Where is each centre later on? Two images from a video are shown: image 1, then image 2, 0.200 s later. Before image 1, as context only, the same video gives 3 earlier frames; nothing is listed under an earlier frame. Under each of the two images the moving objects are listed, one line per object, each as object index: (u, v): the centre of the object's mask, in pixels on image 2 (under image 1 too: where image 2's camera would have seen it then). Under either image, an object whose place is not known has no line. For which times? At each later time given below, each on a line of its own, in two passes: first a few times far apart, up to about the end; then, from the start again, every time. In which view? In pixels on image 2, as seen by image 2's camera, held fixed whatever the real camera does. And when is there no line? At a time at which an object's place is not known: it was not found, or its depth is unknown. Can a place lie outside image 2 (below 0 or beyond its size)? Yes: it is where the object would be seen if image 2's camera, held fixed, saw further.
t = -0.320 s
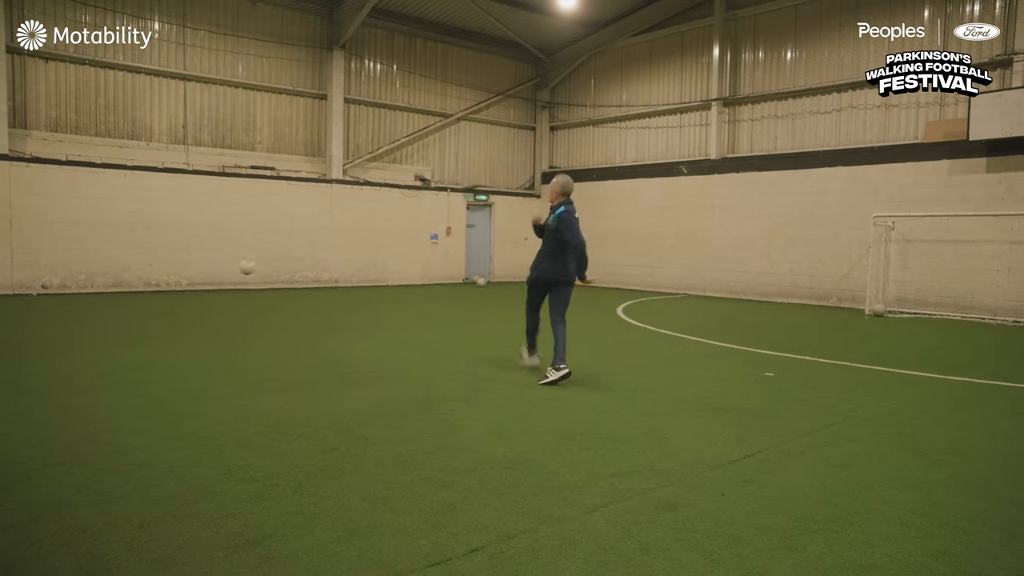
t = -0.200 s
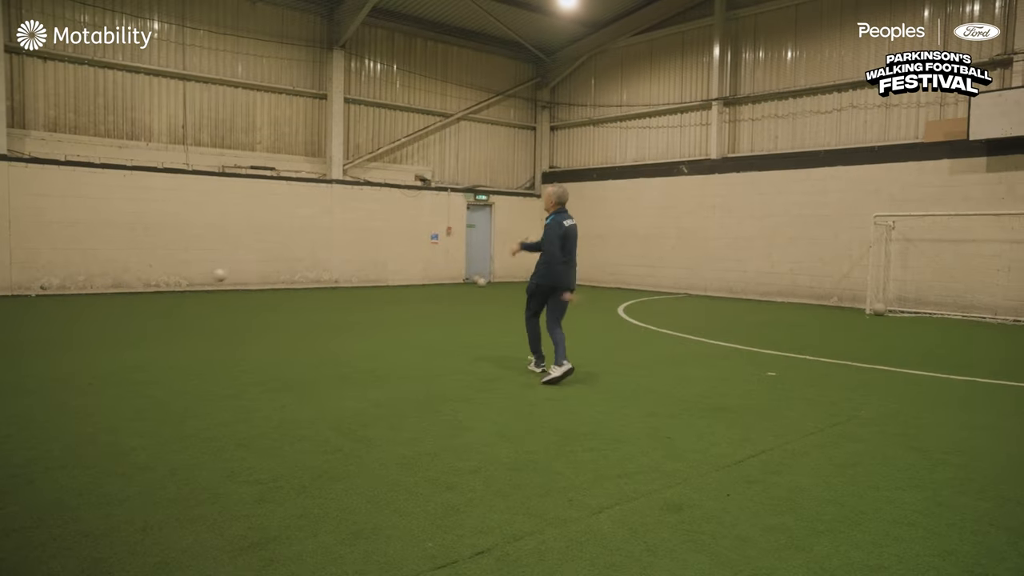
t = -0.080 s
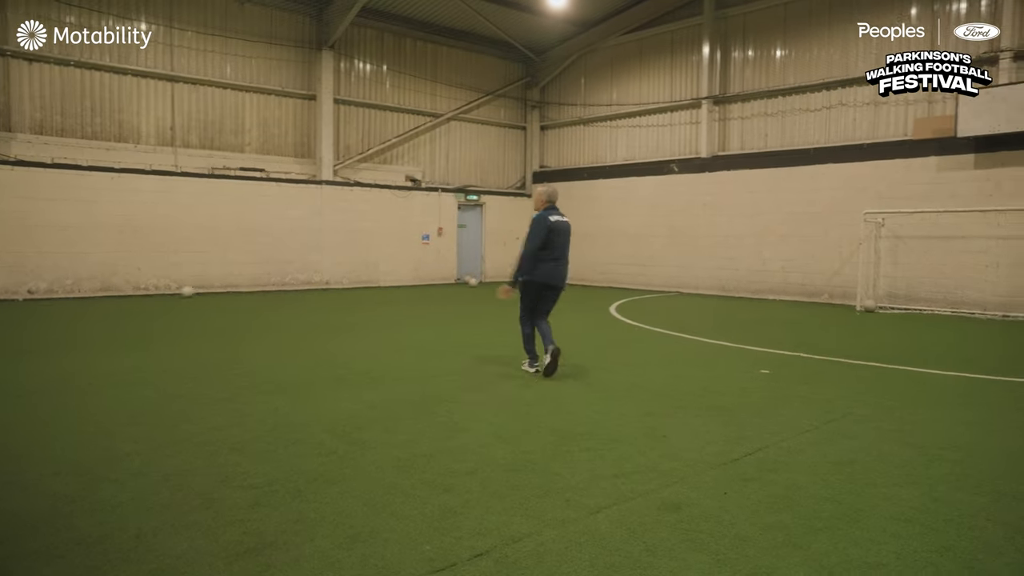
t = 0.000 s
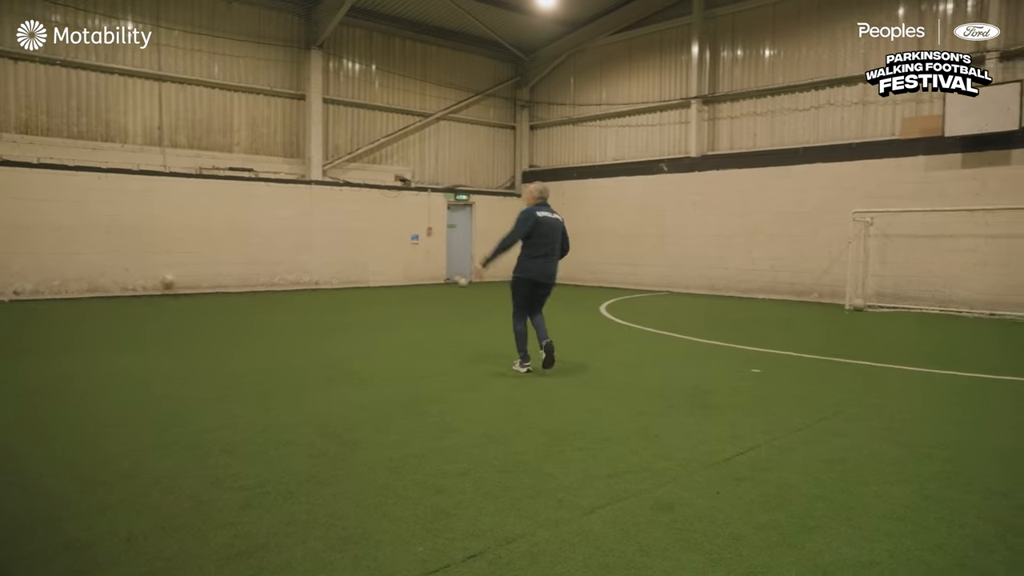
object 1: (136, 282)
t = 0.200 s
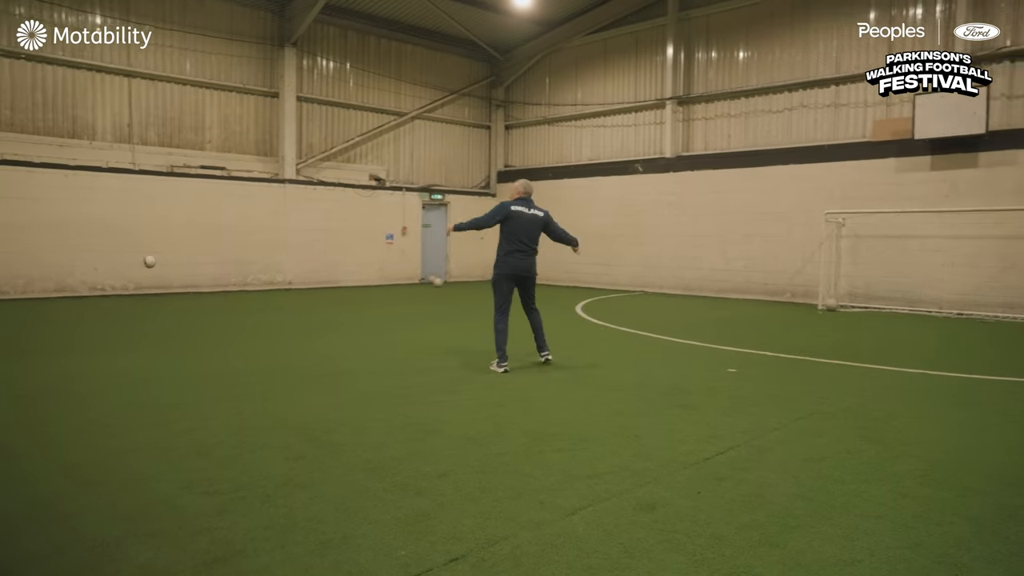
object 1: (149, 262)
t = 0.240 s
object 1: (152, 260)
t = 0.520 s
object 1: (173, 277)
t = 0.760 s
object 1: (190, 301)
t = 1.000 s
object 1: (199, 290)
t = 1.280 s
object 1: (208, 323)
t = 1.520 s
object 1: (214, 311)
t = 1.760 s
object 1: (221, 335)
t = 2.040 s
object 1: (233, 349)
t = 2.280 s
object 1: (244, 357)
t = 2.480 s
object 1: (254, 363)
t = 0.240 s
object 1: (152, 260)
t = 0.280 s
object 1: (155, 260)
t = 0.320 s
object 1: (157, 260)
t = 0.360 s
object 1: (160, 261)
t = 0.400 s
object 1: (163, 264)
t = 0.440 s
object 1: (166, 267)
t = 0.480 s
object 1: (170, 271)
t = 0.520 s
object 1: (173, 277)
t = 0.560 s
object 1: (176, 284)
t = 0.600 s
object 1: (179, 292)
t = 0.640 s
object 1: (183, 302)
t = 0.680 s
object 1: (187, 313)
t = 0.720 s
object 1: (188, 307)
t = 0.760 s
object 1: (190, 301)
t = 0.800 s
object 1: (191, 296)
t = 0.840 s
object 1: (192, 293)
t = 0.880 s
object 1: (194, 290)
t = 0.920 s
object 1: (196, 289)
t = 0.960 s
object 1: (197, 289)
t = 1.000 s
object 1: (199, 290)
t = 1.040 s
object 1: (200, 292)
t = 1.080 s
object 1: (202, 295)
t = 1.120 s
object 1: (203, 300)
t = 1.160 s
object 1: (204, 306)
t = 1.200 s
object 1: (205, 314)
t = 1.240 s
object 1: (206, 324)
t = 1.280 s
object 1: (208, 323)
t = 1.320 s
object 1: (209, 317)
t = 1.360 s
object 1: (210, 313)
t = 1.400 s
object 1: (211, 311)
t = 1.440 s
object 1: (212, 310)
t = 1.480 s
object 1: (213, 310)
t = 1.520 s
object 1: (214, 311)
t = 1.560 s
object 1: (215, 313)
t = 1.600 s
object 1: (216, 318)
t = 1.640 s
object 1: (217, 324)
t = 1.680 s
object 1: (218, 331)
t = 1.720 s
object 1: (221, 339)
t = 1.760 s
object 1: (221, 335)
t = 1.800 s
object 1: (223, 332)
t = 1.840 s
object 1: (225, 331)
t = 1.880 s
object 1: (226, 332)
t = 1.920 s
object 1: (228, 335)
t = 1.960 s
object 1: (230, 338)
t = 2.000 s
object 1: (232, 343)
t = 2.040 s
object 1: (233, 349)
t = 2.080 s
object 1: (235, 347)
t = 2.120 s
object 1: (237, 346)
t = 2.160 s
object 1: (239, 346)
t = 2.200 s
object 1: (241, 348)
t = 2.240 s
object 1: (243, 352)
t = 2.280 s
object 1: (244, 357)
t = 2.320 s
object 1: (246, 356)
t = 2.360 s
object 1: (248, 356)
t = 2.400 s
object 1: (250, 358)
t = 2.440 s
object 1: (252, 362)
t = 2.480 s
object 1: (254, 363)
